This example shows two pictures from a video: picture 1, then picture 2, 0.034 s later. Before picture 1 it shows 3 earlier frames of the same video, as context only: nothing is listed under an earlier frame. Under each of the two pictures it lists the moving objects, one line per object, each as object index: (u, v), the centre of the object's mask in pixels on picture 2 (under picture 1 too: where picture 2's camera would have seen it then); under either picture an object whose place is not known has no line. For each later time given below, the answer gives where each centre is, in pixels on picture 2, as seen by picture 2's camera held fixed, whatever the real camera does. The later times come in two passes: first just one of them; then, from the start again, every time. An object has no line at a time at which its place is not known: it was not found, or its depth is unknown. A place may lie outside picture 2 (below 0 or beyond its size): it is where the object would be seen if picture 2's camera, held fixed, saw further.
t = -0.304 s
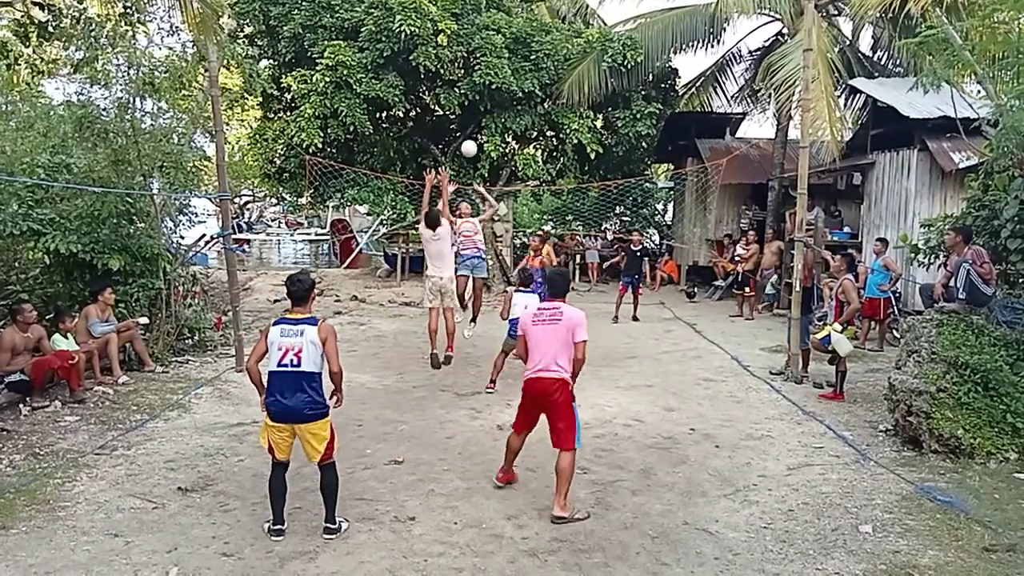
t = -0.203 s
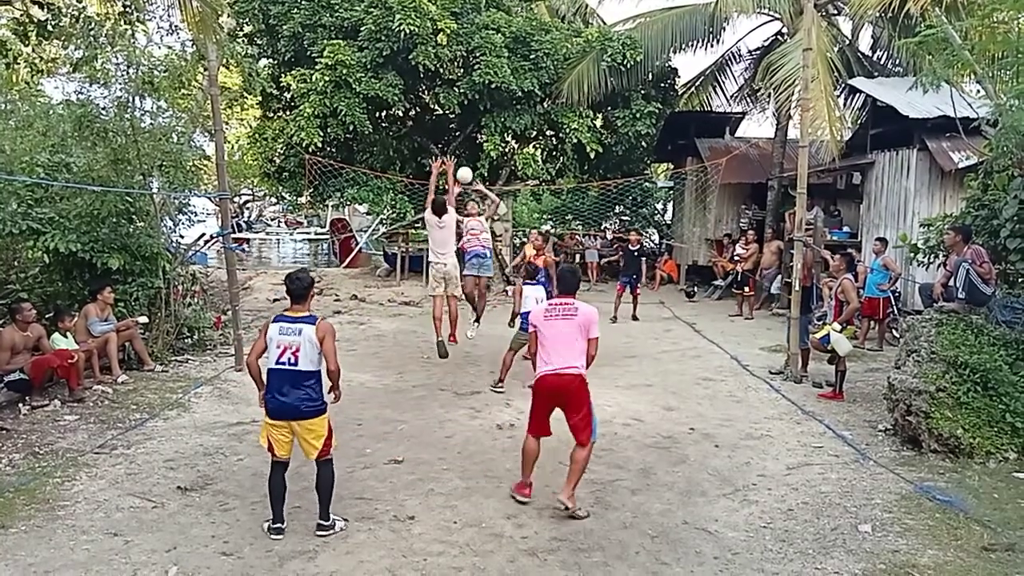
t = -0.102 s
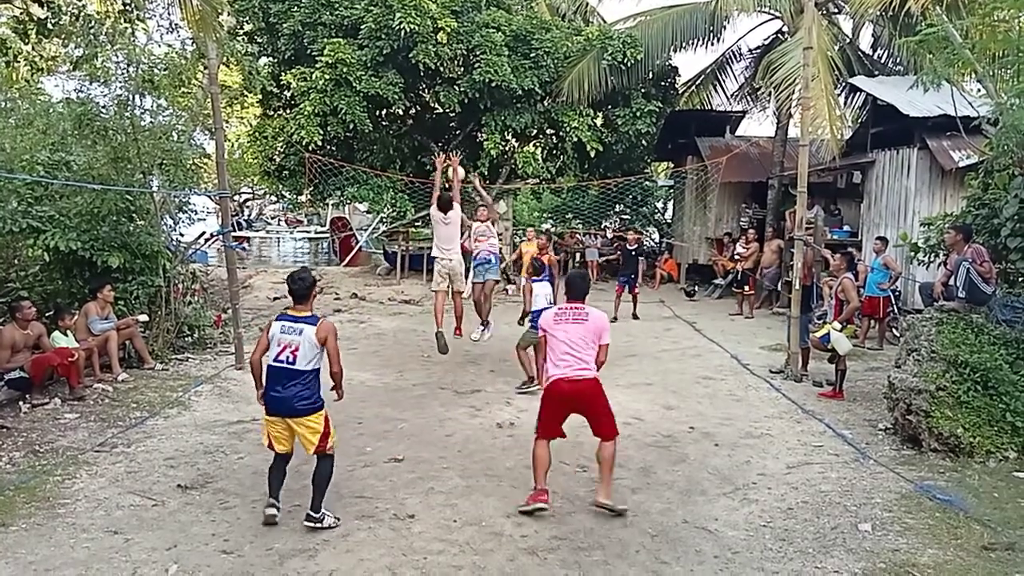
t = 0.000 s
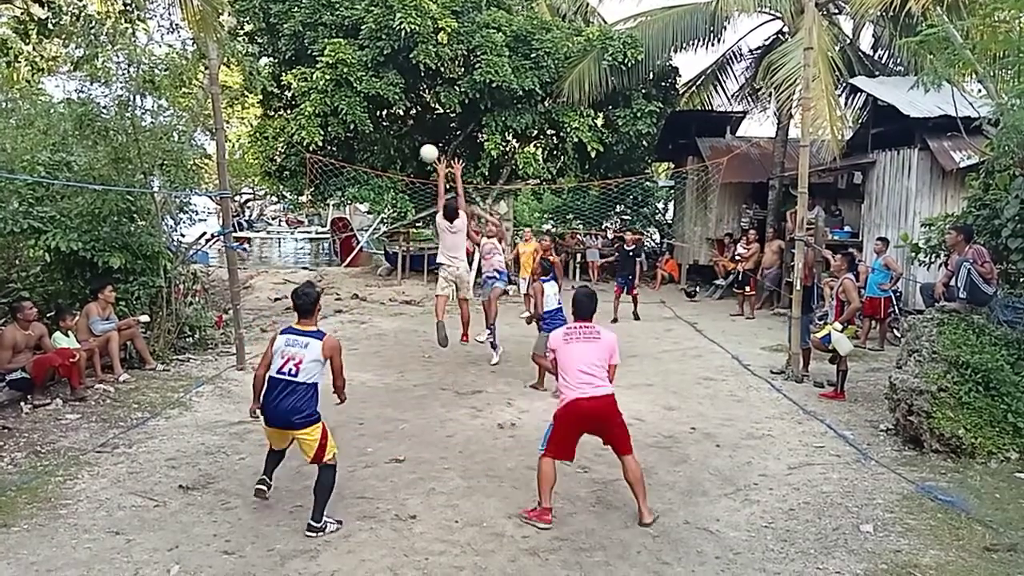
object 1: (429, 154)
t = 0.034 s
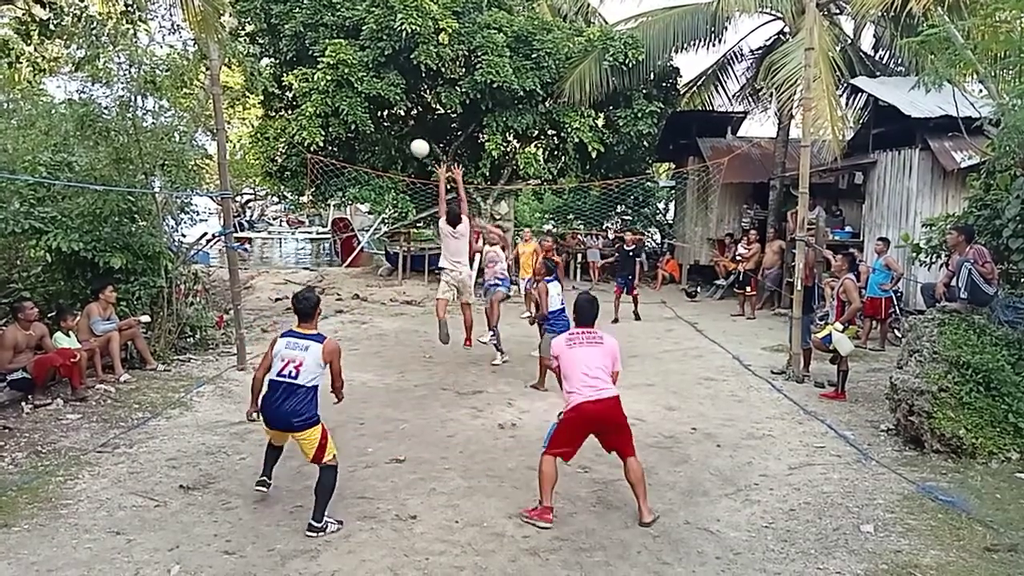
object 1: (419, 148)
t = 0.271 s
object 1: (335, 134)
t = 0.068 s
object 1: (409, 144)
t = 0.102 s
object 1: (398, 140)
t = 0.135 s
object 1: (386, 137)
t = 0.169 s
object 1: (374, 135)
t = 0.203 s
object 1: (362, 133)
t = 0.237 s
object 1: (349, 133)
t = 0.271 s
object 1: (335, 134)
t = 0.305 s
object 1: (321, 136)
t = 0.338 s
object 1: (306, 140)
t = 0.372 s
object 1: (291, 144)
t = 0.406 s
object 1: (273, 151)
